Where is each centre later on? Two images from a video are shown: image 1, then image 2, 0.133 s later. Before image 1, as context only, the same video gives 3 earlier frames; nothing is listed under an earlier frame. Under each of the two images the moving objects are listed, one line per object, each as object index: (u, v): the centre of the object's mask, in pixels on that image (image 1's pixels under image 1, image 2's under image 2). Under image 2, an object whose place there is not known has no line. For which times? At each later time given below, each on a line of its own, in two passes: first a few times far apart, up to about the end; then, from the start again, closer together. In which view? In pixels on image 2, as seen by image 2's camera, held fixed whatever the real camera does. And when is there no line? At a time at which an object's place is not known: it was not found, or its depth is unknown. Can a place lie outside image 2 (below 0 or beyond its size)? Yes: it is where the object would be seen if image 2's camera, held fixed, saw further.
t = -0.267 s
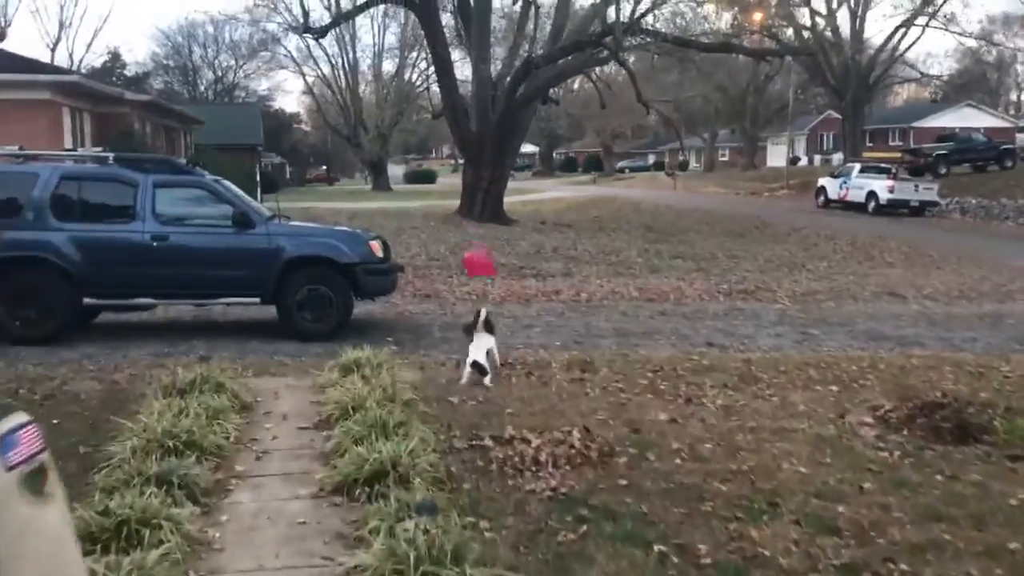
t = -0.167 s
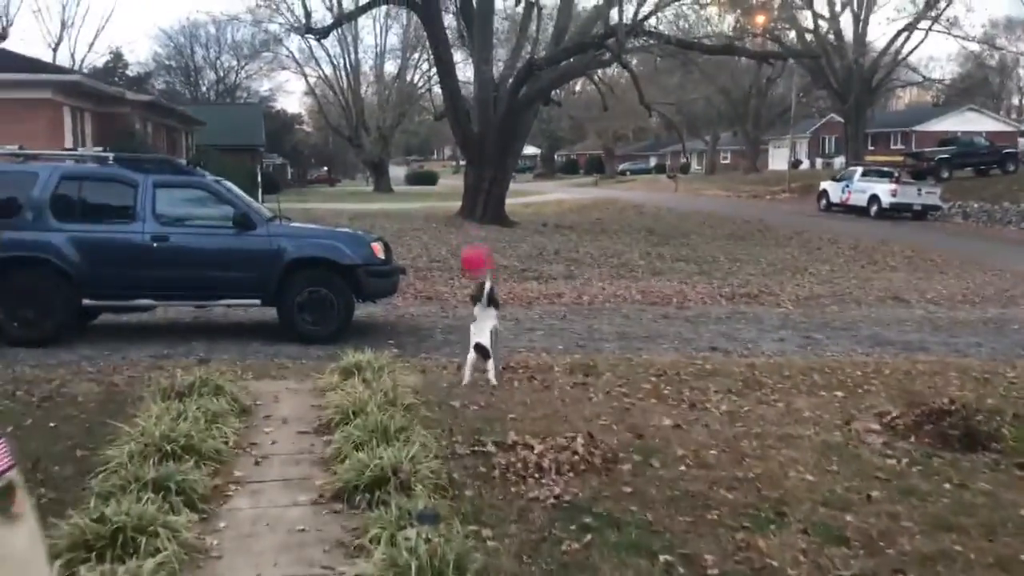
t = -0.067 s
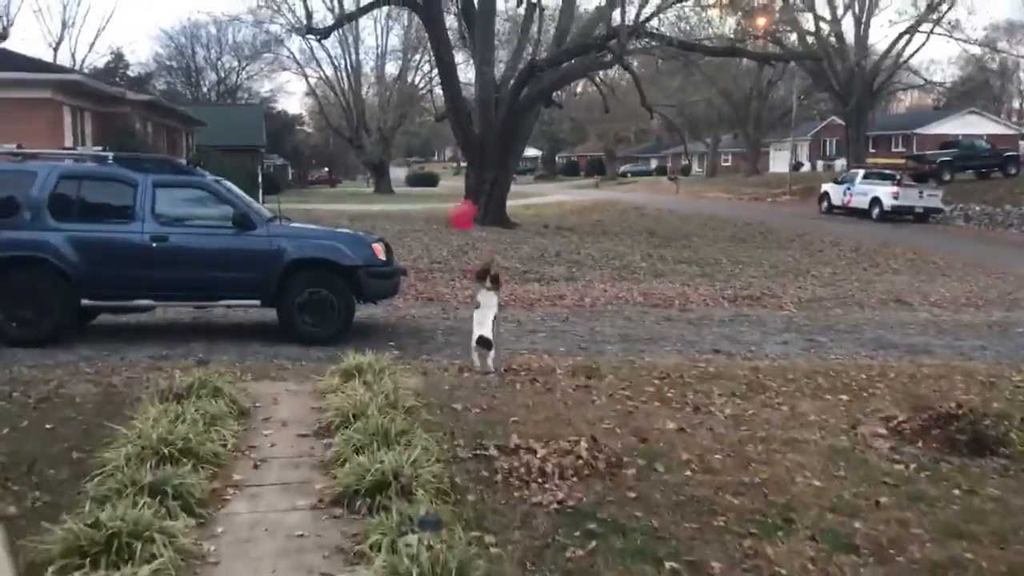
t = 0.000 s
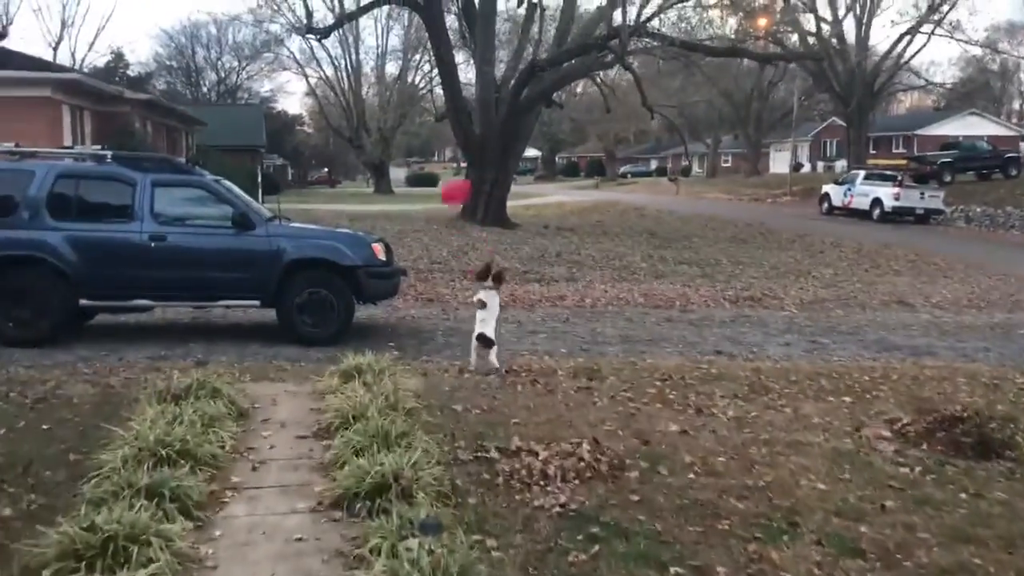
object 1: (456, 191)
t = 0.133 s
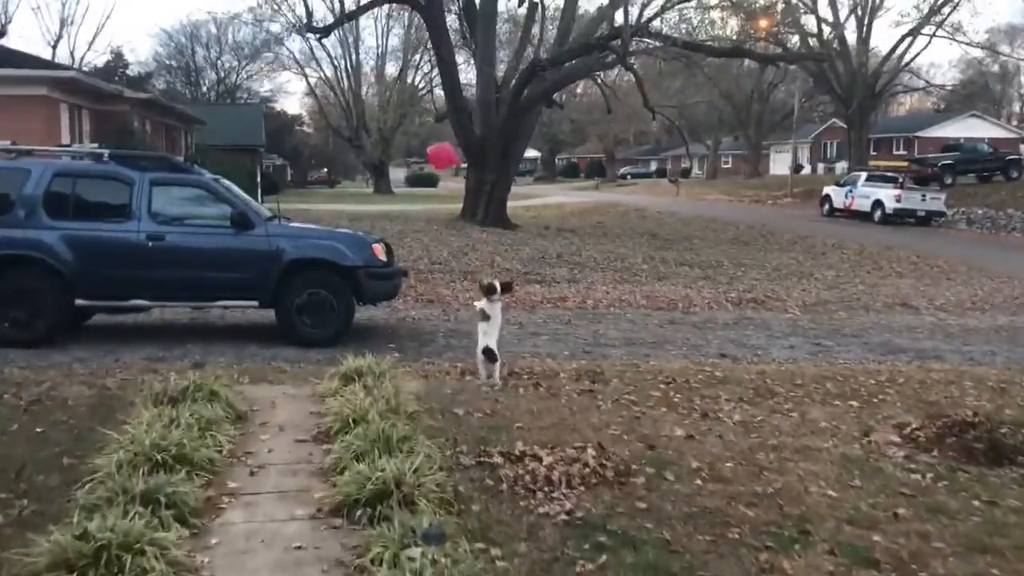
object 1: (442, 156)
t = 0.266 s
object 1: (436, 139)
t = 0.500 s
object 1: (428, 129)
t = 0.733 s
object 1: (416, 119)
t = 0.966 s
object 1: (406, 121)
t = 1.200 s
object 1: (401, 138)
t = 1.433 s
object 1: (401, 157)
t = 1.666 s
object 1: (406, 181)
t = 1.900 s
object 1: (412, 204)
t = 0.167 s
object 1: (440, 153)
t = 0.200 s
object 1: (439, 147)
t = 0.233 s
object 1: (438, 144)
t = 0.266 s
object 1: (436, 139)
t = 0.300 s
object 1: (434, 136)
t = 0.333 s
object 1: (433, 133)
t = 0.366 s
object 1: (432, 131)
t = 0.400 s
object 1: (430, 129)
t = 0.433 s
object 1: (429, 129)
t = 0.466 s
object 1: (430, 130)
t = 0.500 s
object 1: (428, 129)
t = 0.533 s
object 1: (427, 128)
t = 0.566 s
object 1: (425, 128)
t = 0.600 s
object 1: (422, 124)
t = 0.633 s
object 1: (421, 123)
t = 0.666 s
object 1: (419, 120)
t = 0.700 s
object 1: (417, 120)
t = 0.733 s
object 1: (416, 119)
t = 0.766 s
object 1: (415, 119)
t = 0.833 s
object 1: (412, 120)
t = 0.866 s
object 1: (411, 121)
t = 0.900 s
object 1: (409, 121)
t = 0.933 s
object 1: (409, 121)
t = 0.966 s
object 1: (406, 121)
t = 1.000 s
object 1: (405, 123)
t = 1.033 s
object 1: (404, 124)
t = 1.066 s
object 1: (402, 126)
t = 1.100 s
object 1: (402, 130)
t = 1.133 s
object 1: (401, 133)
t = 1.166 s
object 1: (402, 136)
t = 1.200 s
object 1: (401, 138)
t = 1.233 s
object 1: (401, 139)
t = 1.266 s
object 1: (401, 142)
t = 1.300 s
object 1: (400, 145)
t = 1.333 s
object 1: (400, 148)
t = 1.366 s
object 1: (400, 150)
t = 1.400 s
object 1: (400, 153)
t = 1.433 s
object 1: (401, 157)
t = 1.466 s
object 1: (401, 159)
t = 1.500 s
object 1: (402, 163)
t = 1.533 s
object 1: (403, 166)
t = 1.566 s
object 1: (403, 170)
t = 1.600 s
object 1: (405, 173)
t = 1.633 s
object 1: (405, 177)
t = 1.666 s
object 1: (406, 181)
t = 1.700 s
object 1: (406, 183)
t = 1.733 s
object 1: (407, 185)
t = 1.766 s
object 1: (407, 191)
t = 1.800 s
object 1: (409, 194)
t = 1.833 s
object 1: (410, 198)
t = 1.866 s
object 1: (411, 201)
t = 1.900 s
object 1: (412, 204)
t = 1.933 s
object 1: (412, 206)
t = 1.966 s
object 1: (414, 209)
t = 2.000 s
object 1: (415, 213)
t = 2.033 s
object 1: (416, 216)
